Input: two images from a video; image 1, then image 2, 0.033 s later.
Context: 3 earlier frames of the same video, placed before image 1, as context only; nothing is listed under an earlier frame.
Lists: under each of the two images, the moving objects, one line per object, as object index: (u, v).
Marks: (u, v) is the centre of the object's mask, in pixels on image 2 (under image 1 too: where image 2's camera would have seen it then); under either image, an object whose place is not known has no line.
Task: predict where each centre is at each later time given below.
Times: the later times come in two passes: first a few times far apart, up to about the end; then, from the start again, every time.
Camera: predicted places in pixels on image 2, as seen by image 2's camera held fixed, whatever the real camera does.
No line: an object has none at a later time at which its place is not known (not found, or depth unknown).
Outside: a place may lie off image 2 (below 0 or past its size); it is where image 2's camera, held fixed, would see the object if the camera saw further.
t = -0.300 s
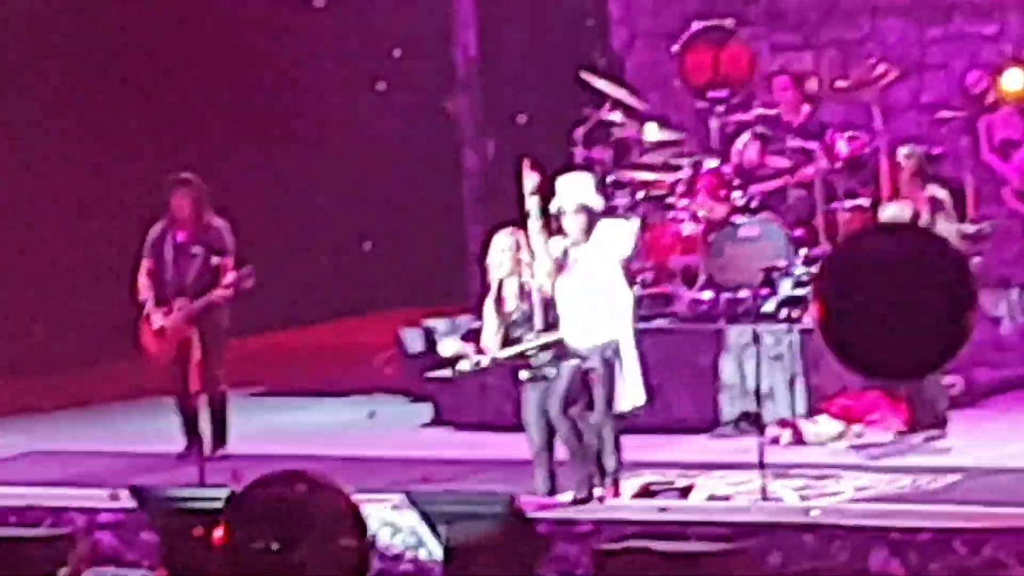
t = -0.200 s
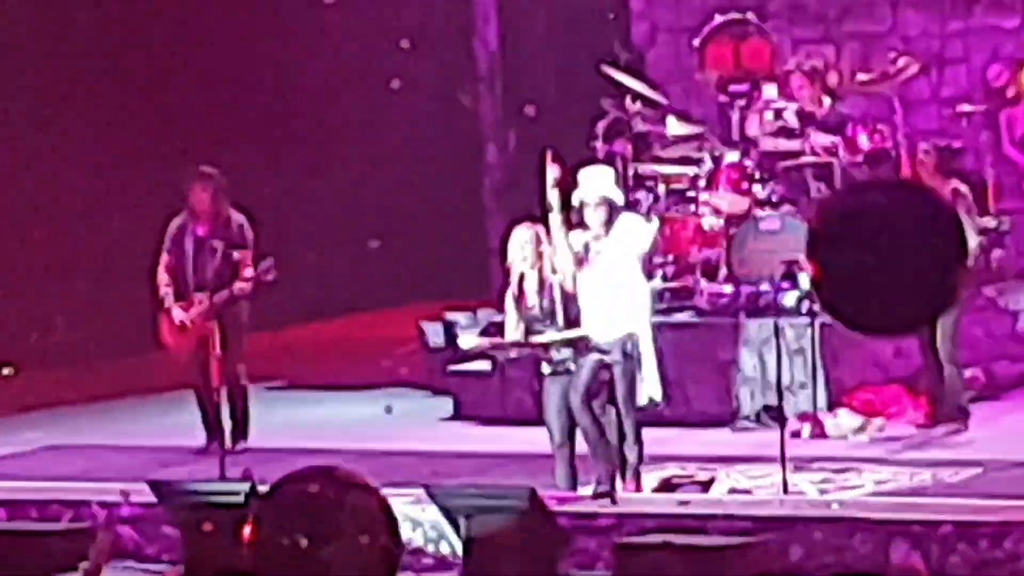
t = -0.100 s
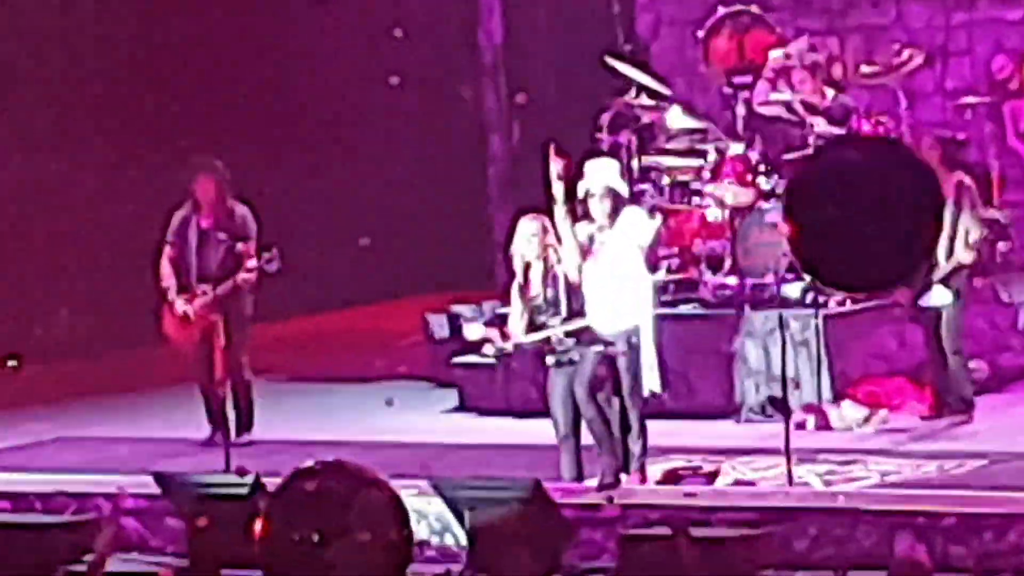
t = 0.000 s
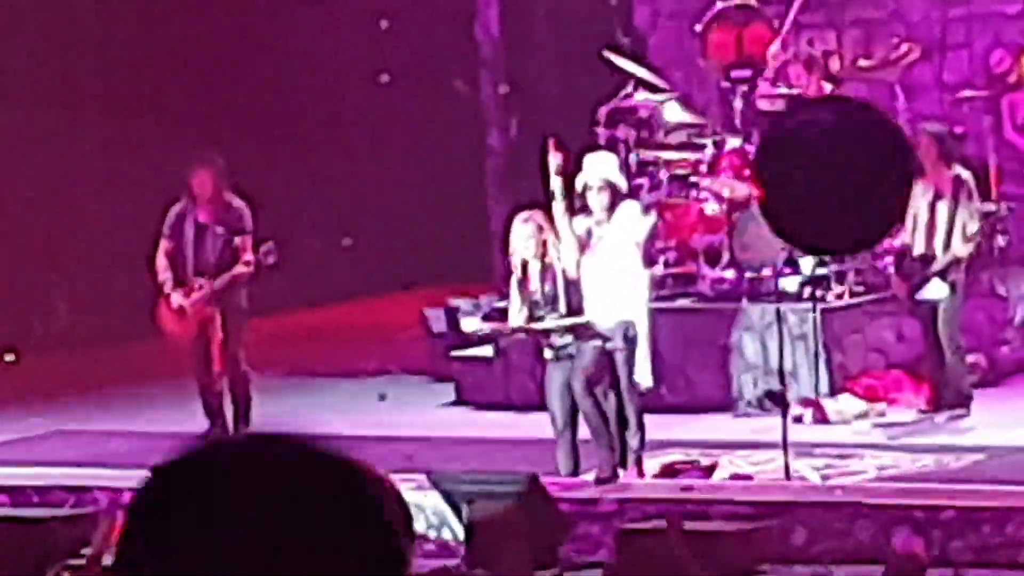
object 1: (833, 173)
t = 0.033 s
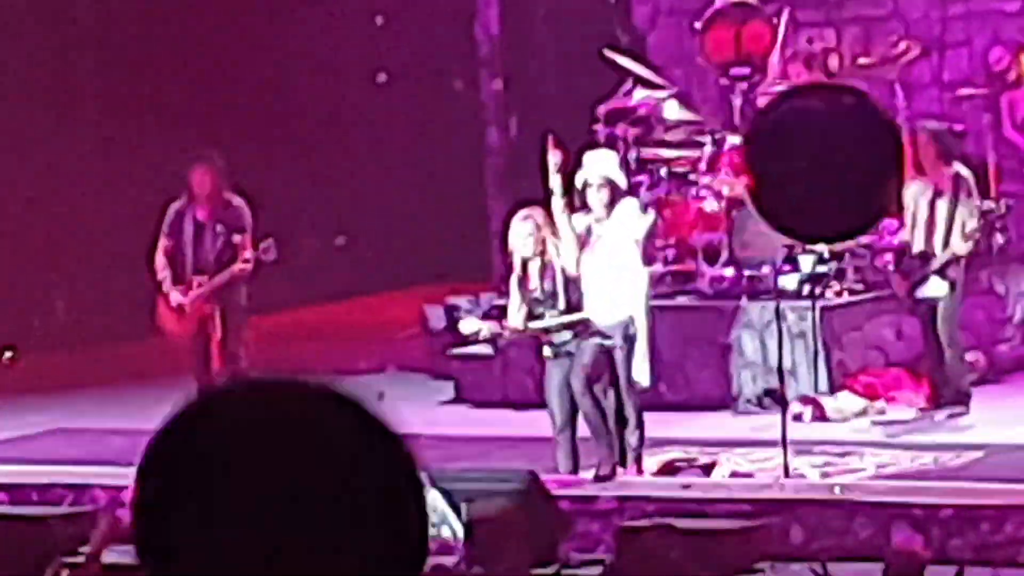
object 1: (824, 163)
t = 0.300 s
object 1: (752, 93)
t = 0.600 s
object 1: (679, 37)
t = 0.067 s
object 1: (817, 154)
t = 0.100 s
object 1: (805, 144)
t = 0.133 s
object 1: (796, 134)
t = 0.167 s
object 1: (787, 126)
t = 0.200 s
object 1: (778, 117)
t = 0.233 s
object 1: (769, 109)
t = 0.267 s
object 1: (761, 101)
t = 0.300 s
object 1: (752, 93)
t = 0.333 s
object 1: (743, 85)
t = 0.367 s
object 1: (735, 78)
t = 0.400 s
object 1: (725, 70)
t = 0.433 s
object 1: (716, 64)
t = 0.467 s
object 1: (708, 57)
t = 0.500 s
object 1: (700, 51)
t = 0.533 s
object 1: (692, 45)
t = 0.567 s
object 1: (685, 41)
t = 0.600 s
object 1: (679, 37)
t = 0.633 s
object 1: (672, 33)
